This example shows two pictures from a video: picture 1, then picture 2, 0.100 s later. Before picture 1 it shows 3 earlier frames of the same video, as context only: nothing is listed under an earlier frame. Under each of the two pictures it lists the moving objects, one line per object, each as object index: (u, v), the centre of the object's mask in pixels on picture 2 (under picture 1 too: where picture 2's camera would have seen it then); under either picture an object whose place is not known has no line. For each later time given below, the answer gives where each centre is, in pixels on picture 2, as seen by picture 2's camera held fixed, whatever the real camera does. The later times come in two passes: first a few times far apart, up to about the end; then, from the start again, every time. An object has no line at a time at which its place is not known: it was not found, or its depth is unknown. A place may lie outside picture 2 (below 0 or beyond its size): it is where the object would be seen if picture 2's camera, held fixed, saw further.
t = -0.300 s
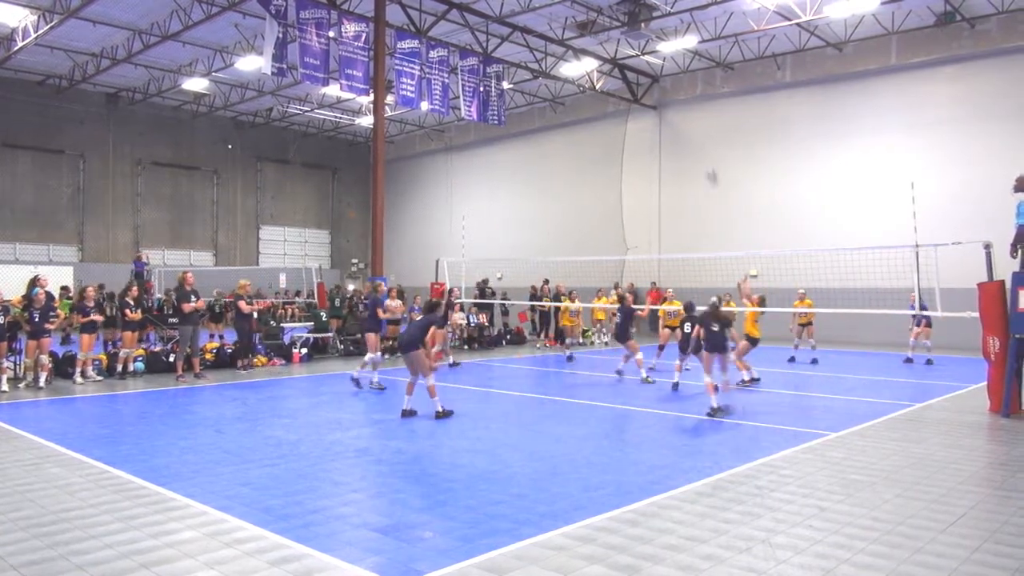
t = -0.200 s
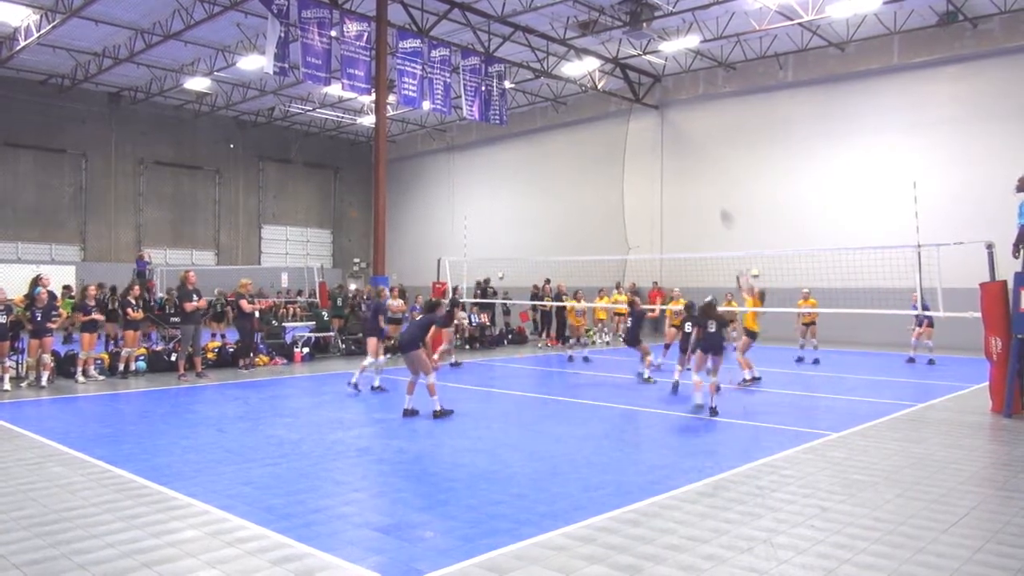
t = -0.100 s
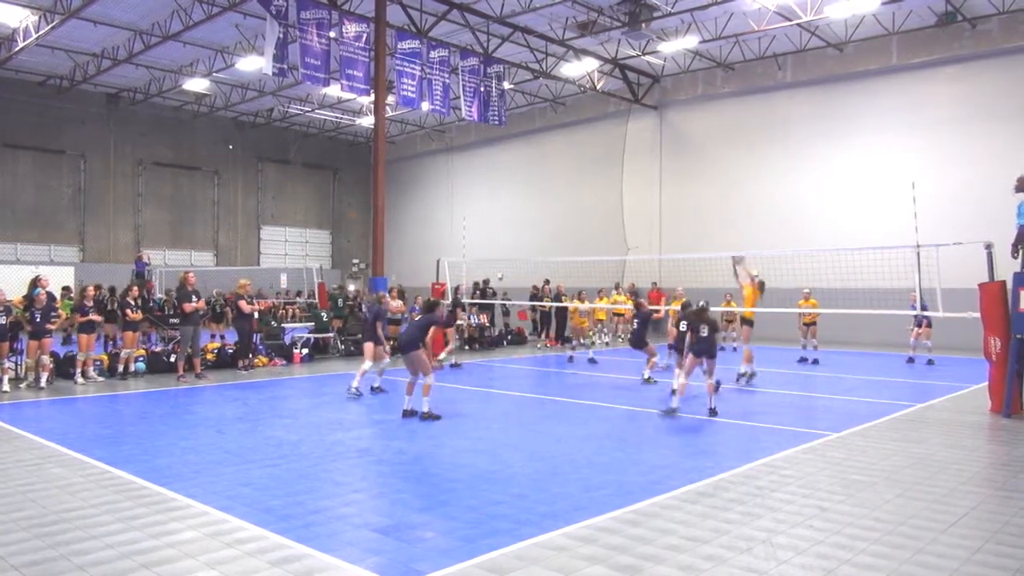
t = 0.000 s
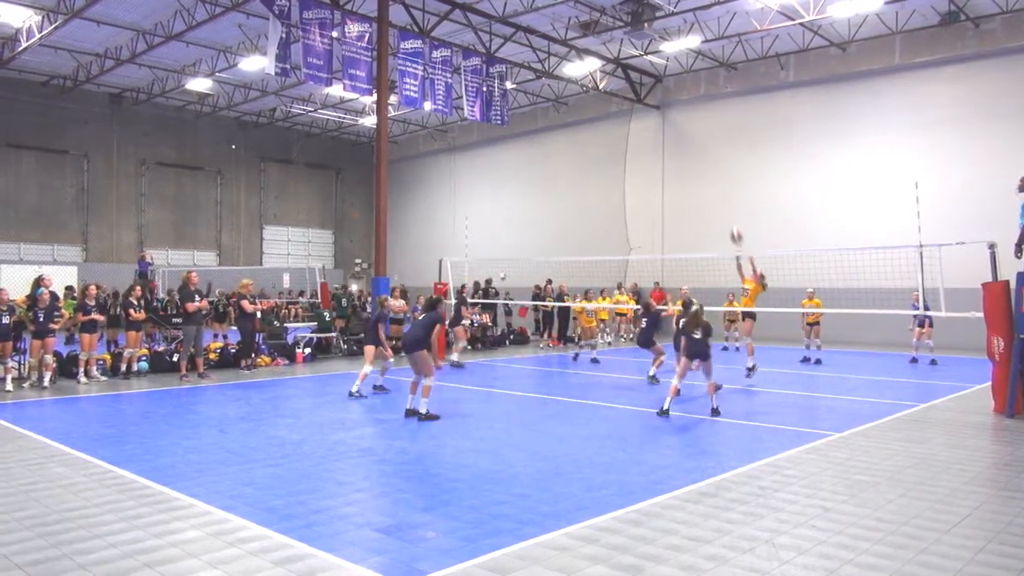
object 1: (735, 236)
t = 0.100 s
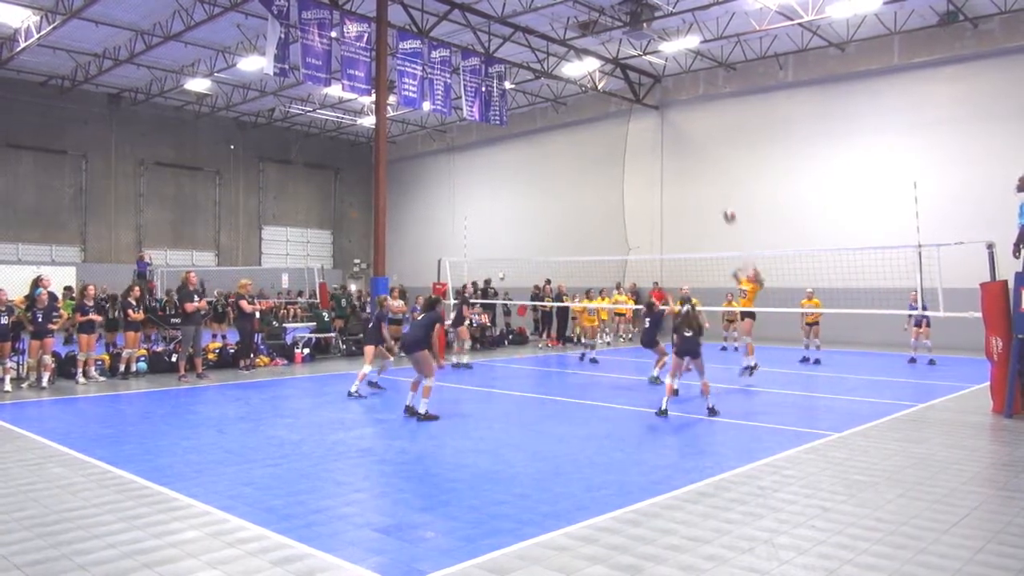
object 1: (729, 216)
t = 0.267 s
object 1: (718, 193)
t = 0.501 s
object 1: (702, 190)
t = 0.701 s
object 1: (688, 219)
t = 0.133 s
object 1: (727, 210)
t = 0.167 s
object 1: (724, 204)
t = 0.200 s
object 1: (722, 200)
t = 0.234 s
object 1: (720, 196)
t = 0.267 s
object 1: (718, 193)
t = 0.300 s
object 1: (717, 191)
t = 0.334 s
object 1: (714, 189)
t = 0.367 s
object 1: (711, 188)
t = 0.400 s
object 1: (709, 187)
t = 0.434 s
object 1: (708, 187)
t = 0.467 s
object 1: (705, 188)
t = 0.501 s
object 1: (702, 190)
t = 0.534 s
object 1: (700, 192)
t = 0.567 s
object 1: (698, 195)
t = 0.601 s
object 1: (696, 200)
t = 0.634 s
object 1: (693, 205)
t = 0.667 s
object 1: (691, 212)
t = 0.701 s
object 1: (688, 219)
